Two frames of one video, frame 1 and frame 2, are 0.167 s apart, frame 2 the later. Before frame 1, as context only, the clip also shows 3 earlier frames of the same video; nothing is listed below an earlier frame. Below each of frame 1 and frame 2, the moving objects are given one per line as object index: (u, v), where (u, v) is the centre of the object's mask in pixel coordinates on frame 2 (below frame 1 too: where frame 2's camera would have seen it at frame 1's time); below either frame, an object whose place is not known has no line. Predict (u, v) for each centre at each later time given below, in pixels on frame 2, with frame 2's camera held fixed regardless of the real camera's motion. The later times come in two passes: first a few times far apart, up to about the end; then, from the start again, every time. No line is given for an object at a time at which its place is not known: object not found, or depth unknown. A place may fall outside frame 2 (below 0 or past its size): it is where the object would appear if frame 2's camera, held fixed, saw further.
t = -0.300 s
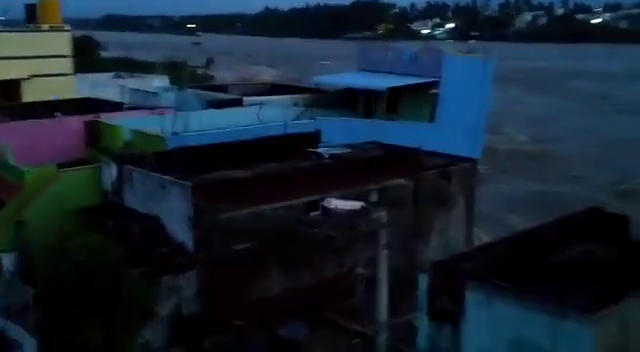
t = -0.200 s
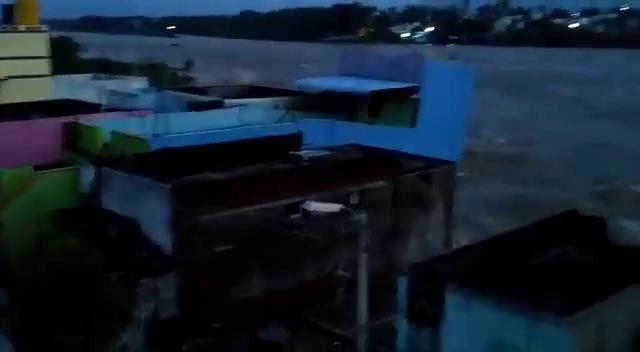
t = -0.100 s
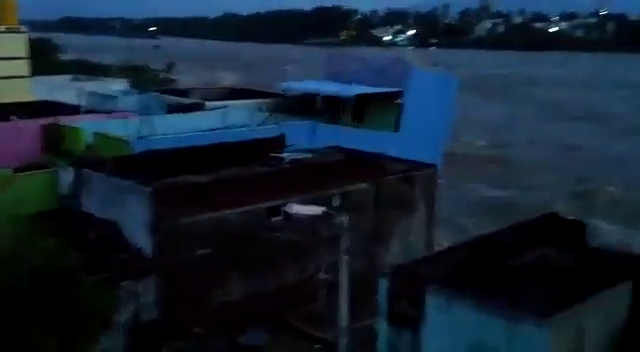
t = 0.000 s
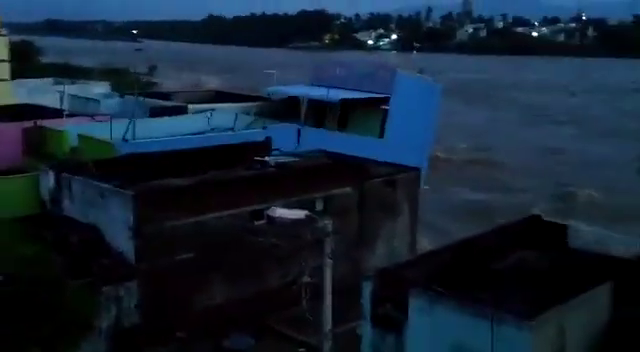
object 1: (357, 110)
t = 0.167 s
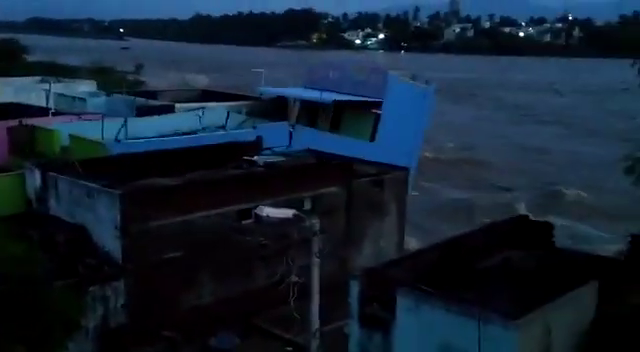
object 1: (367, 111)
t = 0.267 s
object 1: (370, 114)
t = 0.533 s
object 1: (371, 122)
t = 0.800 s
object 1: (386, 138)
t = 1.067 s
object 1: (399, 154)
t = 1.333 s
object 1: (404, 165)
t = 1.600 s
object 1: (414, 167)
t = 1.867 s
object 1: (410, 169)
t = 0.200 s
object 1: (368, 112)
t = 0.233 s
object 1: (368, 113)
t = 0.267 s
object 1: (370, 114)
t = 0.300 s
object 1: (369, 114)
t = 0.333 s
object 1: (370, 115)
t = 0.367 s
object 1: (371, 118)
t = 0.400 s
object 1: (366, 120)
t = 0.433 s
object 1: (374, 121)
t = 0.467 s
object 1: (368, 121)
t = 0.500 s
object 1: (369, 123)
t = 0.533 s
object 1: (371, 122)
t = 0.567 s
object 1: (372, 126)
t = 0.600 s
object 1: (372, 127)
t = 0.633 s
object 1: (373, 128)
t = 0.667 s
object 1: (381, 132)
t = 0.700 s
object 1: (383, 134)
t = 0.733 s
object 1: (384, 135)
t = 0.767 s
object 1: (385, 137)
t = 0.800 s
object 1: (386, 138)
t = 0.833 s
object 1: (388, 141)
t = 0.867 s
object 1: (389, 141)
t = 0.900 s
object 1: (390, 143)
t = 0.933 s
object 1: (392, 145)
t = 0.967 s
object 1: (395, 150)
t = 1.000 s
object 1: (397, 151)
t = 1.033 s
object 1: (397, 152)
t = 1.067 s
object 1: (399, 154)
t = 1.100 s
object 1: (400, 156)
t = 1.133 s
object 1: (392, 155)
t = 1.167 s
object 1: (403, 160)
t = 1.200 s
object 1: (402, 160)
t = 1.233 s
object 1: (401, 161)
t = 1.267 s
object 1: (401, 163)
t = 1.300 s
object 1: (403, 164)
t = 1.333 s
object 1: (404, 165)
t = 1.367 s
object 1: (405, 165)
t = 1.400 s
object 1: (405, 165)
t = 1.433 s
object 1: (407, 168)
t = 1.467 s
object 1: (408, 168)
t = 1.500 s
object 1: (410, 169)
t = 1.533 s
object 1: (412, 169)
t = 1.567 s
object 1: (414, 167)
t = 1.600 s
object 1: (414, 167)
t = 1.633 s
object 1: (413, 168)
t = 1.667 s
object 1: (410, 168)
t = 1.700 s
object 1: (412, 168)
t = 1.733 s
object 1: (410, 169)
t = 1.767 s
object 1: (409, 169)
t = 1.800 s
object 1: (408, 169)
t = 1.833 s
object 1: (410, 170)
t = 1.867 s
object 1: (410, 169)
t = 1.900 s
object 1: (409, 169)
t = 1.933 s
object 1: (408, 170)
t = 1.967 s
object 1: (409, 171)
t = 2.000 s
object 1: (409, 171)
